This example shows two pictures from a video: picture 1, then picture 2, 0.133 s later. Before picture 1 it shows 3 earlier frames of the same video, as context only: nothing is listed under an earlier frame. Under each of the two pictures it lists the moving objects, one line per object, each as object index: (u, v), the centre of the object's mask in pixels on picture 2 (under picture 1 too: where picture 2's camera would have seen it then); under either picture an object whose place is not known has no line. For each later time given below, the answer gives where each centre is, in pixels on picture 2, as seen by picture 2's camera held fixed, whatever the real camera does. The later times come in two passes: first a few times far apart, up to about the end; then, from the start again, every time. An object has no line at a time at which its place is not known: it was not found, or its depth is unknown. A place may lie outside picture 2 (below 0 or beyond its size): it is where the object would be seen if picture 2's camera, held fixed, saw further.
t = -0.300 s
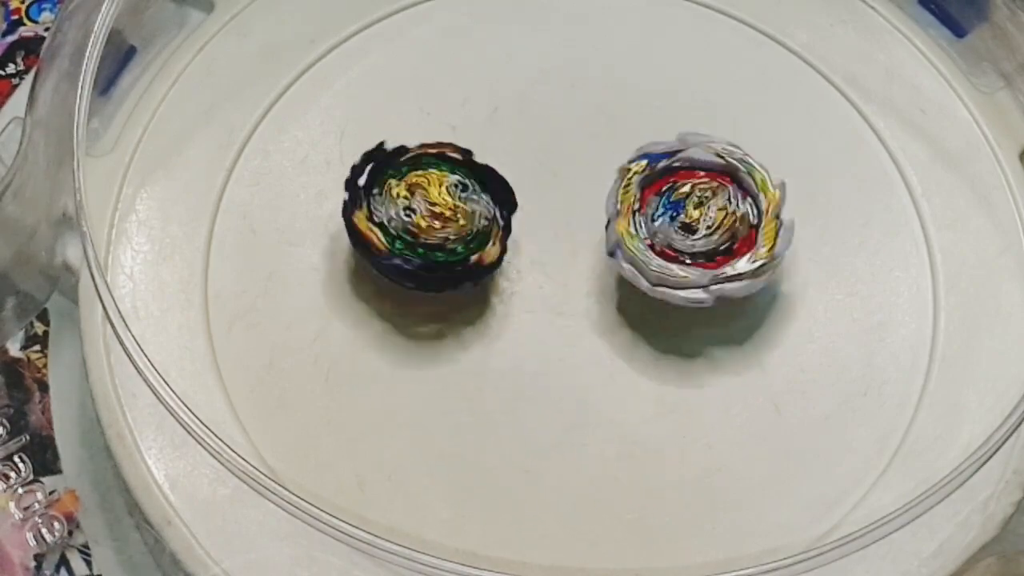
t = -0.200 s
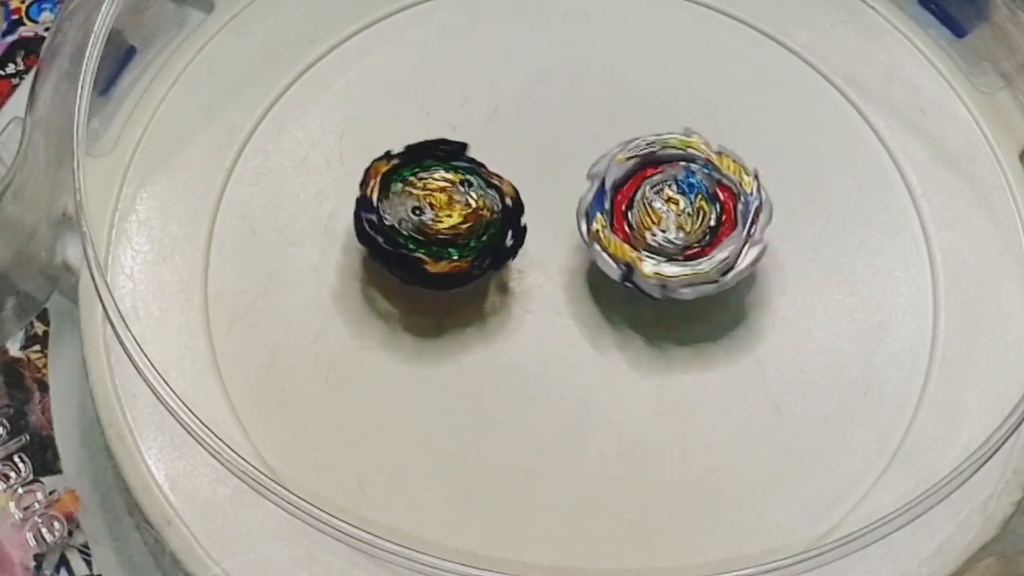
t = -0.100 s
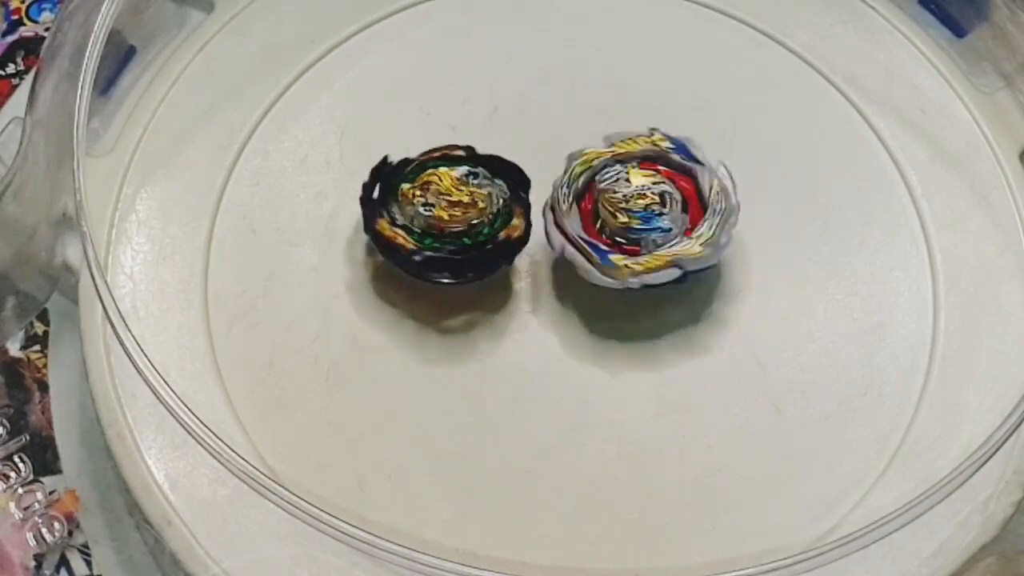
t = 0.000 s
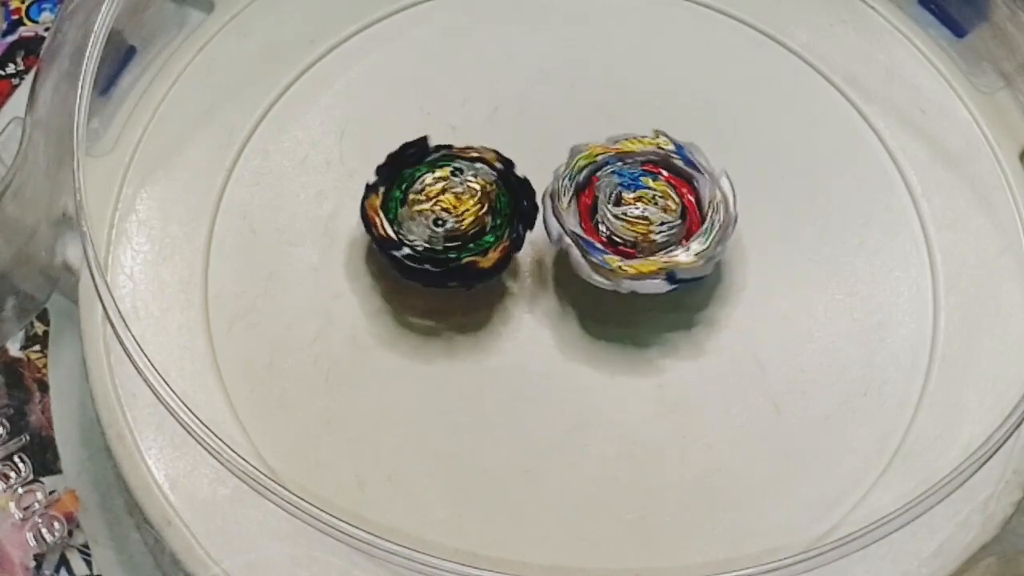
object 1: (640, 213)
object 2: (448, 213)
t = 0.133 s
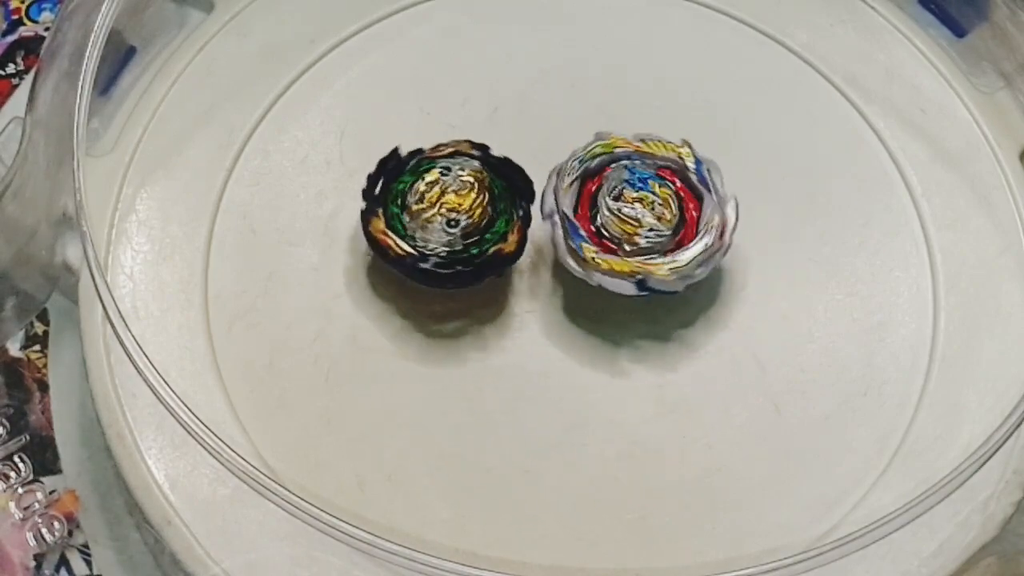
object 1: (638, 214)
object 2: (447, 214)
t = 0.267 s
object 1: (637, 215)
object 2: (448, 214)
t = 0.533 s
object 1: (632, 215)
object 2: (449, 214)
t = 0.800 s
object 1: (630, 213)
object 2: (449, 214)
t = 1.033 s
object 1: (630, 211)
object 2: (449, 215)
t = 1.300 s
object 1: (637, 210)
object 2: (444, 215)
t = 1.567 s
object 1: (643, 211)
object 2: (438, 215)
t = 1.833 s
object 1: (647, 214)
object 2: (434, 216)
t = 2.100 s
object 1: (649, 216)
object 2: (430, 216)
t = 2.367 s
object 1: (650, 217)
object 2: (427, 216)
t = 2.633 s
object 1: (650, 217)
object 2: (423, 216)
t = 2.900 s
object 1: (651, 216)
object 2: (421, 216)
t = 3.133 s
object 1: (652, 215)
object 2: (419, 217)
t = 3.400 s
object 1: (655, 214)
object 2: (417, 219)
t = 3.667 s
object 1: (659, 213)
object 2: (418, 221)
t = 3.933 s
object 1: (662, 214)
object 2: (419, 222)
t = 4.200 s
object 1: (664, 216)
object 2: (422, 223)
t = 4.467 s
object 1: (664, 218)
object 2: (424, 223)
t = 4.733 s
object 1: (665, 219)
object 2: (426, 221)
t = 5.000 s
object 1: (664, 219)
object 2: (427, 221)
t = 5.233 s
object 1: (663, 219)
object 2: (427, 220)
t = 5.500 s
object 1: (662, 218)
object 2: (428, 219)
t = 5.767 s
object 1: (661, 216)
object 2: (428, 220)
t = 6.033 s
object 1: (664, 213)
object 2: (429, 219)
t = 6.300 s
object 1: (664, 219)
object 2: (430, 217)
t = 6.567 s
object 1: (638, 246)
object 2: (428, 205)
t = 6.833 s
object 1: (622, 264)
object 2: (439, 194)
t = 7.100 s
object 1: (608, 278)
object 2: (450, 179)
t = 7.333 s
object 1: (641, 311)
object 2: (402, 113)
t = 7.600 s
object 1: (628, 347)
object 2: (433, 92)
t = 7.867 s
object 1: (591, 320)
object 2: (577, 170)
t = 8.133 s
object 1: (586, 341)
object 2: (724, 161)
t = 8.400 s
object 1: (603, 324)
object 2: (755, 188)
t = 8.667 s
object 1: (605, 305)
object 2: (766, 187)
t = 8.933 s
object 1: (571, 293)
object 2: (735, 183)
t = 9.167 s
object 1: (520, 247)
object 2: (677, 171)
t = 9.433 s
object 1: (464, 211)
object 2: (669, 157)
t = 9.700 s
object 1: (499, 254)
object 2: (625, 133)
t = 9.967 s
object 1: (484, 270)
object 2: (650, 149)
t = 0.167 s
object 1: (638, 214)
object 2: (447, 214)
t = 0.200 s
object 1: (638, 214)
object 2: (448, 214)
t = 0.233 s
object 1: (637, 214)
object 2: (448, 214)
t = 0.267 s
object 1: (637, 215)
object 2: (448, 214)
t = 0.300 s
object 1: (636, 215)
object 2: (448, 214)
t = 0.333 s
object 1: (636, 215)
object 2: (448, 214)
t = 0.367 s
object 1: (635, 215)
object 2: (448, 214)
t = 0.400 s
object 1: (635, 215)
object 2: (448, 214)
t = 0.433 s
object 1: (634, 215)
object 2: (449, 214)
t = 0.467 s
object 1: (633, 215)
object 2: (449, 214)
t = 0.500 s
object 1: (633, 215)
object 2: (449, 214)
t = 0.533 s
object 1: (632, 215)
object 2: (449, 214)
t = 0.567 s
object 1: (632, 215)
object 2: (449, 214)
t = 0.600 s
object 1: (632, 215)
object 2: (449, 214)
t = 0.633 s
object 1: (631, 215)
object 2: (449, 214)
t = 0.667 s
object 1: (631, 214)
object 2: (449, 214)
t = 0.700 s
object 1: (631, 214)
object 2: (449, 214)
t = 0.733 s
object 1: (630, 214)
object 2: (449, 214)
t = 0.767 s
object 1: (630, 213)
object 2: (449, 214)
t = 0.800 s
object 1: (630, 213)
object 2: (449, 214)
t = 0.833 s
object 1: (630, 213)
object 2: (449, 214)
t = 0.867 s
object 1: (630, 212)
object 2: (449, 214)
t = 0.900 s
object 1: (630, 212)
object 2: (449, 214)
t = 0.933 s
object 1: (630, 212)
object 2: (449, 214)
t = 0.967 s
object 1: (630, 211)
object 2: (449, 215)
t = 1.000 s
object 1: (630, 211)
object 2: (449, 215)
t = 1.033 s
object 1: (630, 211)
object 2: (449, 215)
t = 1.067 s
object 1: (631, 210)
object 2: (449, 215)
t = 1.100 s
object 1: (631, 210)
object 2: (449, 215)
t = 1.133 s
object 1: (632, 210)
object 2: (448, 215)
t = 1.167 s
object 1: (633, 210)
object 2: (447, 215)
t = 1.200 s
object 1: (634, 210)
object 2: (447, 215)
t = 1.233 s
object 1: (635, 210)
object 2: (446, 215)
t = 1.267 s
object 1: (636, 210)
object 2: (445, 215)
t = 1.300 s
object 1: (637, 210)
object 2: (444, 215)
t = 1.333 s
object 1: (638, 210)
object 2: (443, 215)
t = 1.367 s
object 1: (639, 210)
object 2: (442, 215)
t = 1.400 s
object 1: (639, 210)
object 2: (442, 215)
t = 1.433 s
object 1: (640, 210)
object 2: (441, 215)
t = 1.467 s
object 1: (641, 210)
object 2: (440, 215)
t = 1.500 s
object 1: (642, 210)
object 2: (439, 215)
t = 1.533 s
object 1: (643, 211)
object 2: (439, 215)
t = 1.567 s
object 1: (643, 211)
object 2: (438, 215)
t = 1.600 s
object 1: (644, 211)
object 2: (437, 215)
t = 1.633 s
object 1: (645, 211)
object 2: (437, 215)
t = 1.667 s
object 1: (645, 212)
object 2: (436, 216)
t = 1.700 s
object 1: (646, 212)
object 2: (436, 216)
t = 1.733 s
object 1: (646, 213)
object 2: (435, 216)
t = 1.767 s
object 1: (647, 213)
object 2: (434, 216)
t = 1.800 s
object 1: (647, 213)
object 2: (434, 216)
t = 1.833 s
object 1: (647, 214)
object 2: (434, 216)
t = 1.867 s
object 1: (648, 214)
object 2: (434, 216)
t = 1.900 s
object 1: (648, 214)
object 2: (433, 216)
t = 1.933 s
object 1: (648, 215)
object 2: (432, 216)
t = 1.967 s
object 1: (648, 215)
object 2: (432, 216)
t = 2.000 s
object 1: (648, 215)
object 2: (431, 217)
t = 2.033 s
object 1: (648, 215)
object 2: (431, 217)
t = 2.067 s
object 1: (648, 216)
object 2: (431, 217)
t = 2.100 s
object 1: (649, 216)
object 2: (430, 216)
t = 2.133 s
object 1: (649, 216)
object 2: (430, 216)
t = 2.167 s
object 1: (649, 216)
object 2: (430, 216)
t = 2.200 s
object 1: (650, 216)
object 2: (429, 216)
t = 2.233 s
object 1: (650, 216)
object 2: (429, 216)
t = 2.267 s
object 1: (650, 217)
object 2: (428, 216)
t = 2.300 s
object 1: (650, 216)
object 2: (428, 216)
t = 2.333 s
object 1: (650, 217)
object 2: (427, 216)
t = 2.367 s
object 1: (650, 217)
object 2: (427, 216)
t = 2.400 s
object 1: (650, 217)
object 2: (426, 216)
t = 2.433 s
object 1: (650, 217)
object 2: (426, 216)
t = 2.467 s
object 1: (650, 217)
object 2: (425, 216)
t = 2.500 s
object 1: (650, 217)
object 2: (425, 216)
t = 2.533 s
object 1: (650, 217)
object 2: (424, 216)
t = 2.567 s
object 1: (650, 217)
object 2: (424, 216)
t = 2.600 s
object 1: (650, 217)
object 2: (423, 216)
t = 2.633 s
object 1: (650, 217)
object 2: (423, 216)
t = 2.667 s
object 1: (650, 217)
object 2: (423, 216)
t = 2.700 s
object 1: (651, 217)
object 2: (423, 216)
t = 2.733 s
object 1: (651, 217)
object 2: (422, 216)
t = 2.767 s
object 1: (651, 217)
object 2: (422, 216)
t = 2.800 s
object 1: (651, 217)
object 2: (421, 216)
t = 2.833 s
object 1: (651, 217)
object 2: (421, 216)
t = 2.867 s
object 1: (651, 216)
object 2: (421, 216)
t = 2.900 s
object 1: (651, 216)
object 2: (421, 216)
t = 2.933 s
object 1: (651, 216)
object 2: (420, 216)
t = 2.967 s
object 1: (651, 216)
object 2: (420, 216)
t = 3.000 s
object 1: (652, 216)
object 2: (420, 216)
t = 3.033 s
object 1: (652, 216)
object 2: (419, 217)
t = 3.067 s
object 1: (652, 215)
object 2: (419, 217)
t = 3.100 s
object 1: (652, 215)
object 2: (419, 217)
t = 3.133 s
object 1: (652, 215)
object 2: (419, 217)
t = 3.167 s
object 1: (652, 215)
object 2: (418, 218)
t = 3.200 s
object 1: (652, 214)
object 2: (418, 218)
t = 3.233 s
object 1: (652, 214)
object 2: (418, 218)
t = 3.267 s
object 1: (653, 214)
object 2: (418, 218)
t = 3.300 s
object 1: (653, 214)
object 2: (417, 219)
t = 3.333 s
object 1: (654, 214)
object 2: (417, 219)
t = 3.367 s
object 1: (654, 214)
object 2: (417, 219)
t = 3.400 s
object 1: (655, 214)
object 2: (417, 219)
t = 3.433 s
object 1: (655, 213)
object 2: (417, 220)
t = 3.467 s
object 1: (656, 213)
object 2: (417, 220)
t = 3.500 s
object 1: (656, 213)
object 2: (417, 220)
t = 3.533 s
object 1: (656, 213)
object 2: (417, 220)
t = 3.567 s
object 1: (657, 213)
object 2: (417, 221)
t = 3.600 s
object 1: (657, 213)
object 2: (417, 221)
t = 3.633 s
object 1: (658, 213)
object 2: (418, 221)
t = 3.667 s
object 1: (659, 213)
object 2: (418, 221)
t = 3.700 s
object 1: (659, 213)
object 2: (418, 221)
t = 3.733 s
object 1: (660, 213)
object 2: (418, 222)
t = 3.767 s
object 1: (660, 214)
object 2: (418, 222)
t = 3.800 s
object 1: (660, 214)
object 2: (418, 222)
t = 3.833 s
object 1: (661, 214)
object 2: (419, 222)
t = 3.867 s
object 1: (661, 214)
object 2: (419, 222)
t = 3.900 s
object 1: (661, 214)
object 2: (419, 222)
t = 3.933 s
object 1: (662, 214)
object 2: (419, 222)
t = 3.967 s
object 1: (662, 215)
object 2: (420, 223)
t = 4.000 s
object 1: (663, 215)
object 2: (420, 223)
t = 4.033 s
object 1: (663, 215)
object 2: (420, 223)
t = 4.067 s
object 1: (663, 215)
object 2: (420, 223)
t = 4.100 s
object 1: (664, 215)
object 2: (421, 223)
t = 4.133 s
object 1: (663, 216)
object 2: (421, 223)
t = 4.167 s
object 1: (664, 216)
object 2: (421, 223)
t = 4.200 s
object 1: (664, 216)
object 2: (422, 223)
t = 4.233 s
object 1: (664, 216)
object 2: (422, 223)
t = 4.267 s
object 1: (664, 217)
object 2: (423, 223)
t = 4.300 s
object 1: (664, 217)
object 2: (423, 223)
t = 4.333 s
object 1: (664, 217)
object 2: (423, 223)
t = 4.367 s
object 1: (664, 217)
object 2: (423, 223)
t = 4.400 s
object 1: (664, 217)
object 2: (424, 223)
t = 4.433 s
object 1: (664, 217)
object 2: (424, 223)
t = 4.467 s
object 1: (664, 218)
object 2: (424, 223)
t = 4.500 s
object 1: (664, 218)
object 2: (425, 222)
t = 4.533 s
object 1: (664, 218)
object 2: (424, 222)
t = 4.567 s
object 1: (664, 218)
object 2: (425, 222)
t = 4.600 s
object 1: (664, 218)
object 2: (425, 222)
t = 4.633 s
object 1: (664, 218)
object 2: (425, 222)
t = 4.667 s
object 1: (664, 218)
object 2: (425, 222)
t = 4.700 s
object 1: (664, 218)
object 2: (425, 222)
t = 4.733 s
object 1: (665, 219)
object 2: (426, 221)
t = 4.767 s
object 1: (665, 219)
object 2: (426, 221)
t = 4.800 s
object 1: (664, 219)
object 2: (426, 221)
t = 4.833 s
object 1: (664, 219)
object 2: (426, 221)
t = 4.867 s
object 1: (664, 219)
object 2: (426, 221)
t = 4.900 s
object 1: (664, 219)
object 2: (427, 221)
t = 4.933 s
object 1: (664, 219)
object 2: (427, 221)
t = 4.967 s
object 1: (664, 219)
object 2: (427, 221)
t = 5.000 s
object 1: (664, 219)
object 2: (427, 221)
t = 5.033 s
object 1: (664, 219)
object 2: (427, 220)
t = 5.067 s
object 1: (664, 219)
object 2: (427, 220)
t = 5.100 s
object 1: (664, 219)
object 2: (427, 220)
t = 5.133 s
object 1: (663, 219)
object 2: (427, 220)
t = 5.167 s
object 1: (663, 219)
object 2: (427, 220)
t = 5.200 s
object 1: (663, 219)
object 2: (428, 220)
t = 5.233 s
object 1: (663, 219)
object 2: (427, 220)
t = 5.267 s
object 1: (663, 219)
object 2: (428, 219)
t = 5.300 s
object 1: (663, 219)
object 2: (428, 219)
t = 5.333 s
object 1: (662, 219)
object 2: (427, 219)
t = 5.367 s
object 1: (662, 219)
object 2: (427, 219)
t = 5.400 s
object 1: (662, 219)
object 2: (427, 219)
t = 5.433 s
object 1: (662, 218)
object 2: (428, 220)
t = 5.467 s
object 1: (662, 218)
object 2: (427, 220)
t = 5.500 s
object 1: (662, 218)
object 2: (428, 219)
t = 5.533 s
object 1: (662, 218)
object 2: (428, 220)
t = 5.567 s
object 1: (662, 218)
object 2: (428, 220)
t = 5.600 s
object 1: (661, 217)
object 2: (428, 220)
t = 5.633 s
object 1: (661, 217)
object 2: (428, 220)
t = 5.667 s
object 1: (661, 217)
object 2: (428, 220)
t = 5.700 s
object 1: (661, 216)
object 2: (428, 220)
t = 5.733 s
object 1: (661, 216)
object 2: (428, 220)
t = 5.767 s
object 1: (661, 216)
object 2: (428, 220)
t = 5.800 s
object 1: (662, 215)
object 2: (429, 220)
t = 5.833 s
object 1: (662, 215)
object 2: (429, 220)
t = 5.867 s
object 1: (663, 215)
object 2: (429, 220)
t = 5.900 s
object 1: (663, 214)
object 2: (428, 220)
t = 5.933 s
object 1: (663, 214)
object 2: (429, 219)
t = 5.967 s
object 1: (663, 214)
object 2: (429, 219)
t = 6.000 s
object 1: (664, 214)
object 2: (429, 219)
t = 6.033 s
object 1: (664, 213)
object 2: (429, 219)
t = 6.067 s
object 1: (664, 213)
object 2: (429, 219)
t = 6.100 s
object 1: (665, 213)
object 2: (429, 219)
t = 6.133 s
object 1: (665, 213)
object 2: (429, 219)
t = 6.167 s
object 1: (665, 213)
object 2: (429, 219)
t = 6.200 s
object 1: (666, 213)
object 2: (429, 219)
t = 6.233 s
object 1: (672, 215)
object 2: (431, 217)
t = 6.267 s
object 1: (668, 224)
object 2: (427, 214)
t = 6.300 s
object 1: (664, 219)
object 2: (430, 217)
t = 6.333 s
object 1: (663, 225)
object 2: (432, 216)
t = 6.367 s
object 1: (656, 224)
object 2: (435, 215)
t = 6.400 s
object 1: (659, 227)
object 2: (436, 214)
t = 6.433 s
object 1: (647, 233)
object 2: (439, 214)
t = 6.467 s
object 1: (645, 228)
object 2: (442, 213)
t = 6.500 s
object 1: (641, 235)
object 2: (445, 212)
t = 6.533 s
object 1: (633, 237)
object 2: (440, 209)
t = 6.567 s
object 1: (638, 246)
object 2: (428, 205)
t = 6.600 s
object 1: (630, 248)
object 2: (419, 205)
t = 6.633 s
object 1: (636, 247)
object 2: (421, 209)
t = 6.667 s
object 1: (634, 255)
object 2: (429, 207)
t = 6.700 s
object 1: (626, 251)
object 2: (435, 206)
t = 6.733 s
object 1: (630, 251)
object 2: (440, 201)
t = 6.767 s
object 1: (619, 259)
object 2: (440, 197)
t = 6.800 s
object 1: (615, 256)
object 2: (441, 197)
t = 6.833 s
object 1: (622, 264)
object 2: (439, 194)
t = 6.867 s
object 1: (618, 270)
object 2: (434, 193)
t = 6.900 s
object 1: (623, 271)
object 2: (438, 194)
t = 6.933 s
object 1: (618, 277)
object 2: (443, 190)
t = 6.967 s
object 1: (620, 276)
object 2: (444, 185)
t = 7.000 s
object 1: (616, 281)
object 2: (442, 183)
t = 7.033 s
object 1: (614, 273)
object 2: (445, 184)
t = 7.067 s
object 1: (619, 277)
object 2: (450, 182)
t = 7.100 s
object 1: (608, 278)
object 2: (450, 179)
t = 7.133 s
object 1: (611, 272)
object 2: (451, 179)
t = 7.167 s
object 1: (613, 276)
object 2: (454, 179)
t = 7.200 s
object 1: (612, 280)
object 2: (448, 171)
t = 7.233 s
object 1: (628, 299)
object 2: (423, 149)
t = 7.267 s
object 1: (635, 306)
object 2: (407, 129)
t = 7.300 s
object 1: (637, 311)
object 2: (402, 119)
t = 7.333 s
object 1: (641, 311)
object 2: (402, 113)
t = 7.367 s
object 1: (645, 314)
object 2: (407, 108)
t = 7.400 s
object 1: (649, 318)
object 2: (411, 102)
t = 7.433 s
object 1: (653, 327)
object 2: (412, 98)
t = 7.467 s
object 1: (648, 335)
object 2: (415, 98)
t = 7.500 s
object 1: (644, 337)
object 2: (420, 97)
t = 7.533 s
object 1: (645, 340)
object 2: (425, 94)
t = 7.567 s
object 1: (638, 345)
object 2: (428, 93)
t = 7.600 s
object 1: (628, 347)
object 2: (433, 92)
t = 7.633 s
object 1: (621, 348)
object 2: (444, 101)
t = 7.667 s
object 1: (613, 346)
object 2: (456, 110)
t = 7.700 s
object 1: (609, 343)
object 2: (470, 117)
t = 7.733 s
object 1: (603, 343)
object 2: (490, 126)
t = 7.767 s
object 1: (597, 337)
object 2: (510, 136)
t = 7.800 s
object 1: (593, 329)
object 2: (531, 147)
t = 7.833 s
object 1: (590, 324)
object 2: (554, 158)
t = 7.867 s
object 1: (591, 320)
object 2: (577, 170)
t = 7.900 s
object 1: (587, 337)
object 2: (600, 160)
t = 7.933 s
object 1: (574, 343)
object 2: (628, 150)
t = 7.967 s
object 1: (577, 346)
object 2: (650, 144)
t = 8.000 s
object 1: (574, 349)
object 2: (671, 143)
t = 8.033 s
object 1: (566, 344)
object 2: (687, 145)
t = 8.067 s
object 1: (574, 335)
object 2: (702, 150)
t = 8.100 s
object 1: (583, 336)
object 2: (715, 156)
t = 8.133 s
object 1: (586, 341)
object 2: (724, 161)
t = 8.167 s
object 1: (582, 339)
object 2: (732, 168)
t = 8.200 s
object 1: (581, 331)
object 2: (741, 170)
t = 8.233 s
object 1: (589, 319)
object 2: (745, 175)
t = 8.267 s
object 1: (598, 313)
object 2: (747, 178)
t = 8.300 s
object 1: (608, 315)
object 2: (748, 183)
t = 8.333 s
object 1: (612, 320)
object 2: (750, 186)
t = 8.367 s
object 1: (608, 326)
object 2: (754, 188)
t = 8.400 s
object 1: (603, 324)
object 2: (755, 188)
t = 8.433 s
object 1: (602, 316)
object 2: (754, 190)
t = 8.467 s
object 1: (607, 309)
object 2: (752, 192)
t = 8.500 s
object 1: (619, 305)
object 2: (754, 194)
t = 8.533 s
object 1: (622, 307)
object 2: (758, 195)
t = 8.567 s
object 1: (628, 310)
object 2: (757, 193)
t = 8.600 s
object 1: (623, 314)
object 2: (761, 189)
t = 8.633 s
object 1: (611, 313)
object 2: (766, 184)
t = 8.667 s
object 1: (605, 305)
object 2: (766, 187)
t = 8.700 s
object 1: (607, 298)
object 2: (761, 192)
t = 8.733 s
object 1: (609, 295)
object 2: (758, 199)
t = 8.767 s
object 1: (612, 295)
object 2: (760, 198)
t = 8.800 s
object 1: (613, 294)
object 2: (755, 192)
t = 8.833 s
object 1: (614, 294)
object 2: (744, 196)
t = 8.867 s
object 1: (609, 293)
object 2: (739, 202)
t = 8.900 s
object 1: (591, 295)
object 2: (742, 190)
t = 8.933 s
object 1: (571, 293)
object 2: (735, 183)
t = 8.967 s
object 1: (556, 282)
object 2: (723, 183)
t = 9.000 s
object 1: (556, 274)
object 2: (708, 193)
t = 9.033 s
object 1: (552, 264)
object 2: (699, 193)
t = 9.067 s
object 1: (547, 257)
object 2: (685, 189)
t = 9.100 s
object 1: (544, 254)
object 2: (673, 187)
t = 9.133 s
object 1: (537, 250)
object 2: (671, 180)
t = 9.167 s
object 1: (520, 247)
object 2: (677, 171)
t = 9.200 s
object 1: (509, 240)
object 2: (675, 163)
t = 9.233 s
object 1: (502, 232)
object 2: (675, 155)
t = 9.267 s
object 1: (495, 225)
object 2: (676, 154)
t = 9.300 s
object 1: (487, 220)
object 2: (675, 154)
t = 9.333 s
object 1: (478, 215)
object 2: (675, 155)
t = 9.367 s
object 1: (471, 212)
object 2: (676, 156)
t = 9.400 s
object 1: (466, 211)
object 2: (674, 157)
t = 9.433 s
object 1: (464, 211)
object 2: (669, 157)
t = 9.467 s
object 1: (464, 211)
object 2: (662, 157)
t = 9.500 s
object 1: (467, 211)
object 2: (653, 154)
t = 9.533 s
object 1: (474, 213)
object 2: (643, 150)
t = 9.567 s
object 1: (482, 217)
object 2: (633, 147)
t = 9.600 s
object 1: (491, 224)
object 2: (625, 144)
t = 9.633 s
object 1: (497, 233)
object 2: (623, 138)
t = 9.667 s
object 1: (500, 244)
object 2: (626, 134)
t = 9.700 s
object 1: (499, 254)
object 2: (625, 133)
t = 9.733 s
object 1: (494, 262)
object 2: (623, 136)
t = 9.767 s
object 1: (488, 268)
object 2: (625, 138)
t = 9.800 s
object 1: (482, 271)
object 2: (629, 143)
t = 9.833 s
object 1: (477, 273)
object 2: (634, 148)
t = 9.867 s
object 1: (475, 274)
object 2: (640, 149)
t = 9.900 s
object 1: (475, 273)
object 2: (645, 148)
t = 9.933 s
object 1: (479, 272)
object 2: (649, 148)
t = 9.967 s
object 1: (484, 270)
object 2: (650, 149)
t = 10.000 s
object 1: (490, 266)
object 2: (649, 149)
